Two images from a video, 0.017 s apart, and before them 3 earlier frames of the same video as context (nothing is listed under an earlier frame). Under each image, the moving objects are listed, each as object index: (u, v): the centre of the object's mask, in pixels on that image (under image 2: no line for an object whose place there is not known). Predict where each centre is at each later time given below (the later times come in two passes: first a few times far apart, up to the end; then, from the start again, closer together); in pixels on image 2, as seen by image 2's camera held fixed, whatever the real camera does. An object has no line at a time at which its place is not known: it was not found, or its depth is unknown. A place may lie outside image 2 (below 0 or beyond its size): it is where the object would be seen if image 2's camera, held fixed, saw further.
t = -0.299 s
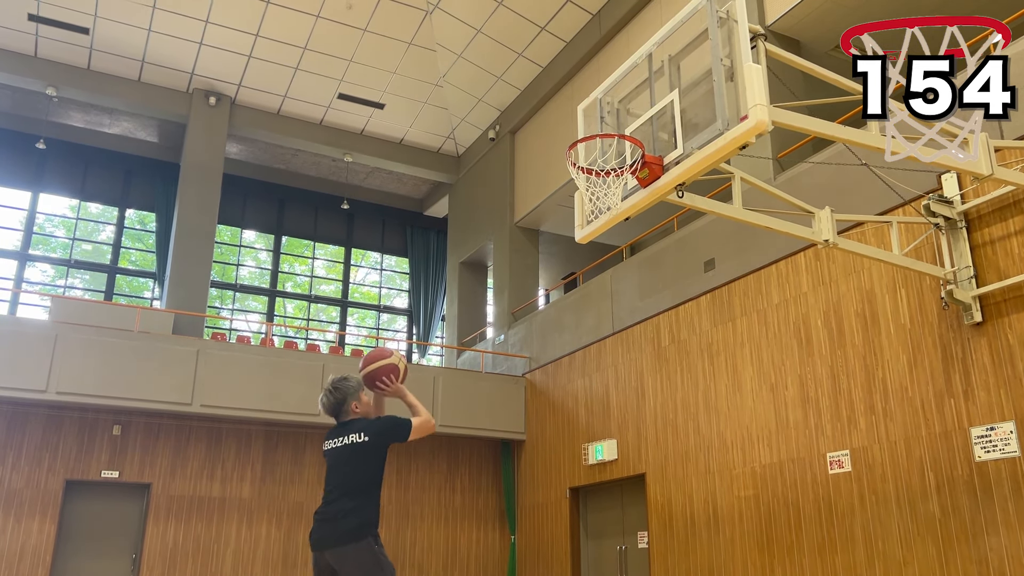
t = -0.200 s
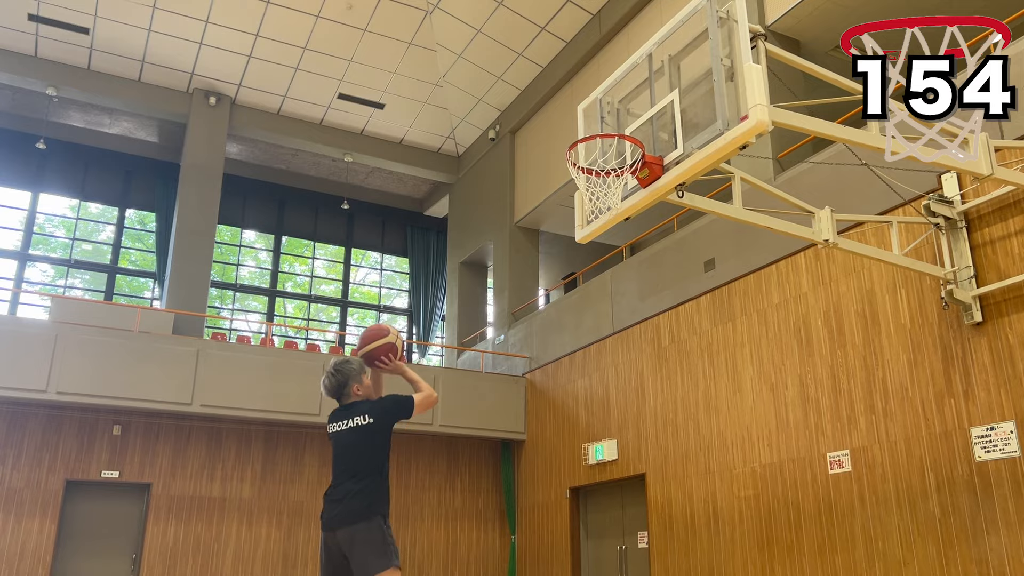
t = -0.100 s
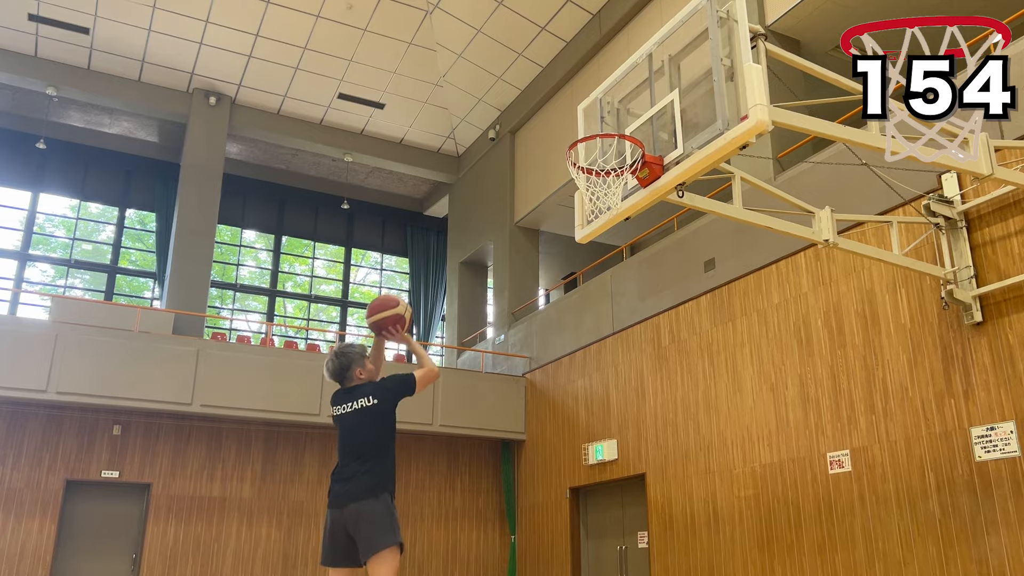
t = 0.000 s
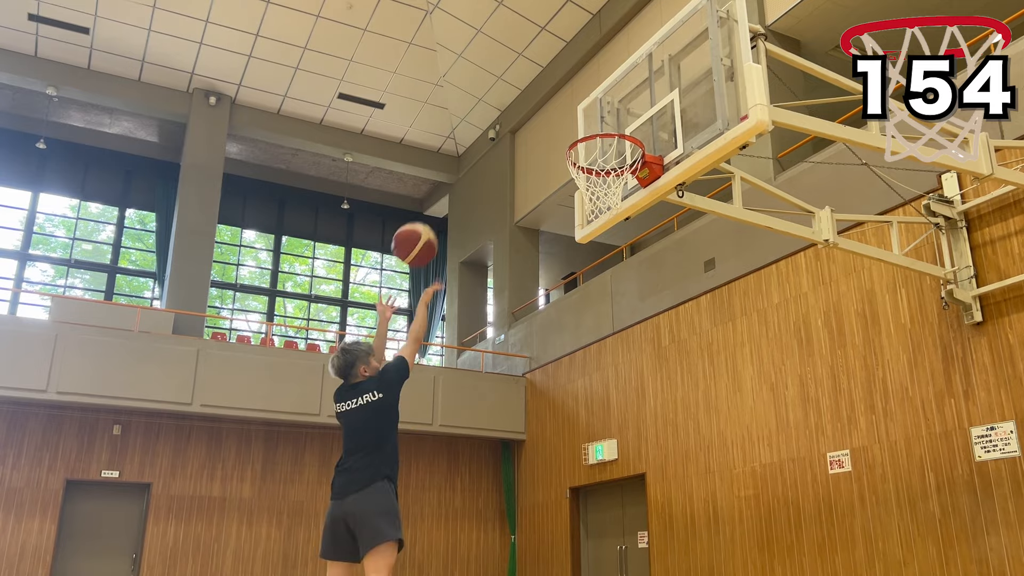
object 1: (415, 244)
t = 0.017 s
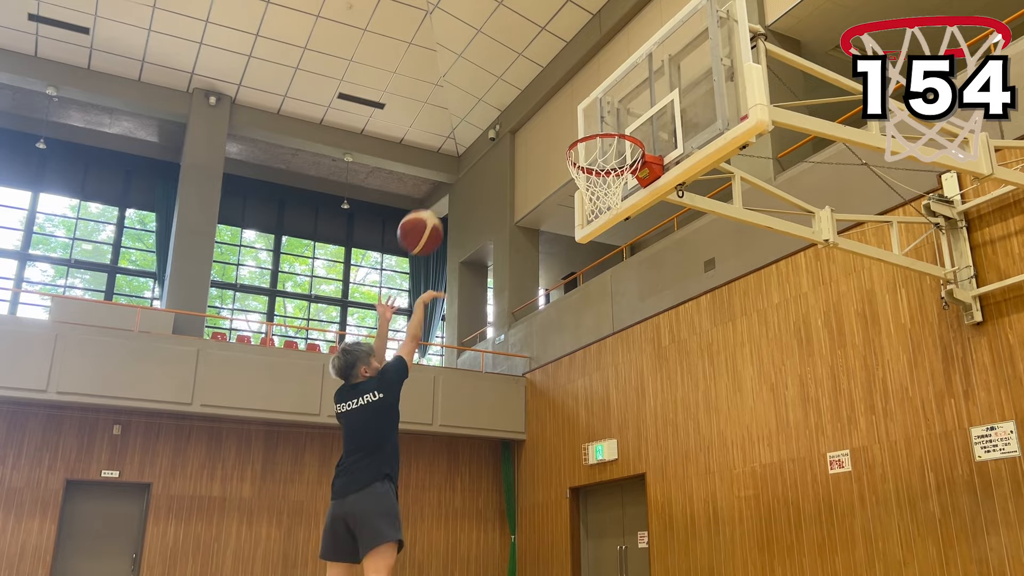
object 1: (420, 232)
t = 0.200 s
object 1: (476, 131)
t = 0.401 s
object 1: (530, 87)
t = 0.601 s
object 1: (579, 100)
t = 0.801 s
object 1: (627, 167)
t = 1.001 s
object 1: (627, 227)
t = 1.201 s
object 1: (619, 335)
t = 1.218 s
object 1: (618, 348)
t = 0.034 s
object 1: (425, 220)
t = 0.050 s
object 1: (431, 209)
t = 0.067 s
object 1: (437, 198)
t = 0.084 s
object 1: (442, 188)
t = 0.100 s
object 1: (447, 178)
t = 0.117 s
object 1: (452, 169)
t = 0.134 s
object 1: (457, 161)
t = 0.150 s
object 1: (462, 153)
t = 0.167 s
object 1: (467, 145)
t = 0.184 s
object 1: (472, 138)
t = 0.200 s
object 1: (476, 131)
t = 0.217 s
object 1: (481, 125)
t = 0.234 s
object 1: (486, 120)
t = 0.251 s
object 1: (490, 115)
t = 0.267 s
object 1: (495, 110)
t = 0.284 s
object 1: (499, 105)
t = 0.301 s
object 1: (504, 101)
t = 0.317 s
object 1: (508, 98)
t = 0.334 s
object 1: (512, 95)
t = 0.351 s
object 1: (517, 92)
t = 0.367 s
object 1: (521, 90)
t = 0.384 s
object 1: (525, 88)
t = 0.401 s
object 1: (530, 87)
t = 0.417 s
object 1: (533, 86)
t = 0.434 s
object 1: (538, 85)
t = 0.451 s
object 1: (542, 85)
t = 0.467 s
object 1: (546, 85)
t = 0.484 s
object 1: (550, 85)
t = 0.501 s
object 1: (554, 87)
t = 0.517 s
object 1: (558, 88)
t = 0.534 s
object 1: (562, 89)
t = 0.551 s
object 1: (566, 91)
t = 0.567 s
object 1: (571, 94)
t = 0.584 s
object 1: (575, 97)
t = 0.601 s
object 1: (579, 100)
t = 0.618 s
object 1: (583, 104)
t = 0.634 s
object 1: (587, 108)
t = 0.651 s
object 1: (591, 112)
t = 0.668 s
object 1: (595, 116)
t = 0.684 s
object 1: (599, 119)
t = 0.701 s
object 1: (603, 126)
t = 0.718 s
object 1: (607, 133)
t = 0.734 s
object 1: (611, 140)
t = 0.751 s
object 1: (614, 147)
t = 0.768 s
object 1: (619, 154)
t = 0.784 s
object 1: (623, 160)
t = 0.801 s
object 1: (627, 167)
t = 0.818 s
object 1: (630, 173)
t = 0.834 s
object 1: (631, 179)
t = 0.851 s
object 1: (633, 183)
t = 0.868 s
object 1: (630, 192)
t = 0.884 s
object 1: (631, 194)
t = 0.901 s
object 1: (631, 197)
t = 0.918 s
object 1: (631, 201)
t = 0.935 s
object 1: (631, 205)
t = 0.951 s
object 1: (630, 209)
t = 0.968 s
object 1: (629, 215)
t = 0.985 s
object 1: (628, 220)
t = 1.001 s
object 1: (627, 227)
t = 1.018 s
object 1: (626, 234)
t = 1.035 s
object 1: (625, 240)
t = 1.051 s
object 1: (625, 248)
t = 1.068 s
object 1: (624, 256)
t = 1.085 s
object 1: (623, 264)
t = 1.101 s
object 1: (623, 273)
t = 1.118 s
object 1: (622, 282)
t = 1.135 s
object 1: (621, 292)
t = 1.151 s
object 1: (621, 302)
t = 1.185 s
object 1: (620, 324)
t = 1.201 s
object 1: (619, 335)
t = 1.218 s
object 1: (618, 348)
